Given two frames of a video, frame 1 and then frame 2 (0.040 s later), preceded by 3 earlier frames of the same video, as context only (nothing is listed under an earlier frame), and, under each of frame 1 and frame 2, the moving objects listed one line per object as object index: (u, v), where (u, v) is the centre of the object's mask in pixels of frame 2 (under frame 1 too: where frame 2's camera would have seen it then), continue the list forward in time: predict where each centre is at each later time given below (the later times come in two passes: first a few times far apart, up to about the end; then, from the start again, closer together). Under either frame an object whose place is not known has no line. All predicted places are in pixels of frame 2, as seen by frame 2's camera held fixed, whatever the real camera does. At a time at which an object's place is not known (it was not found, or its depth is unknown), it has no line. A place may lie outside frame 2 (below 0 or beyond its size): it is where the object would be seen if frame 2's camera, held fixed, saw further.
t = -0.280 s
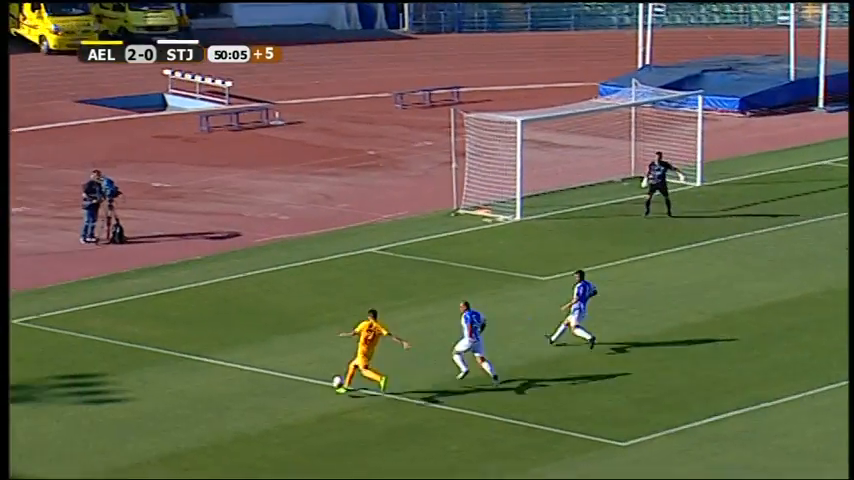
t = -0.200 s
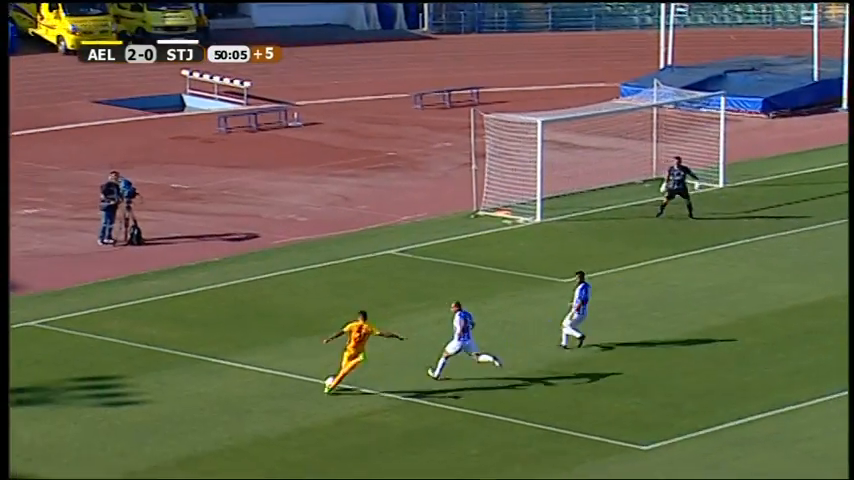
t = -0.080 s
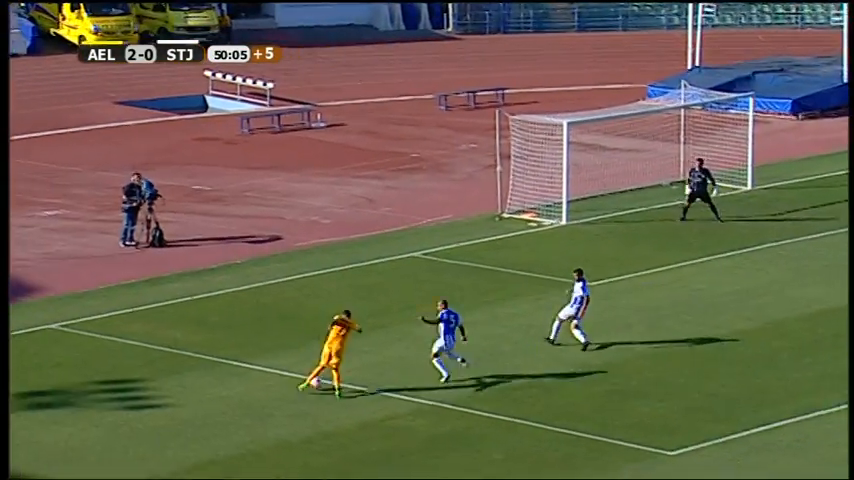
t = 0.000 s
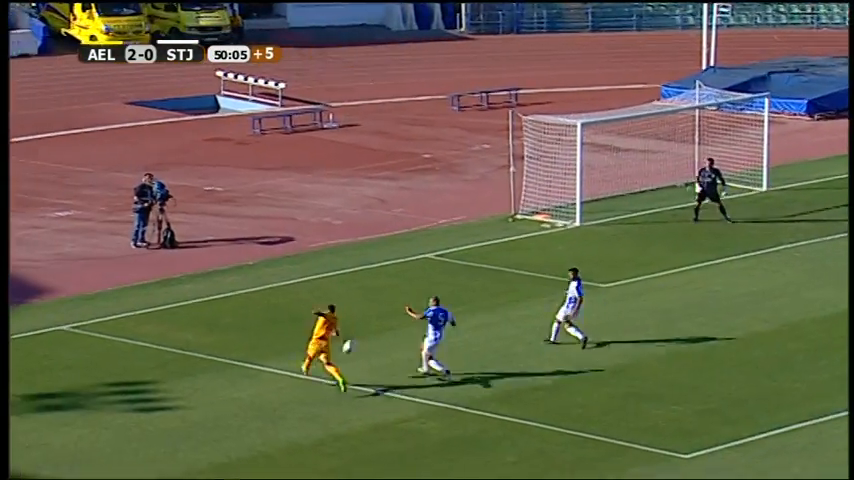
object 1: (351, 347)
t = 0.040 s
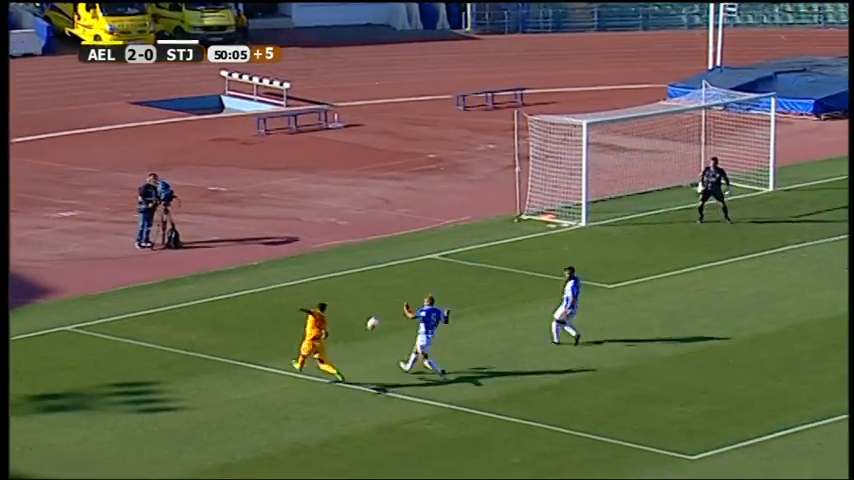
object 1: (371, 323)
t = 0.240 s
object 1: (466, 221)
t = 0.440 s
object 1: (554, 147)
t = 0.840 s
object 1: (713, 63)
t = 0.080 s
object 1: (391, 299)
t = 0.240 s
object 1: (466, 221)
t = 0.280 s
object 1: (484, 204)
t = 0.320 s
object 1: (502, 188)
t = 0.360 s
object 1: (519, 173)
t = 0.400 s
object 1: (537, 160)
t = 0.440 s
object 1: (554, 147)
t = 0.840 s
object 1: (713, 63)
